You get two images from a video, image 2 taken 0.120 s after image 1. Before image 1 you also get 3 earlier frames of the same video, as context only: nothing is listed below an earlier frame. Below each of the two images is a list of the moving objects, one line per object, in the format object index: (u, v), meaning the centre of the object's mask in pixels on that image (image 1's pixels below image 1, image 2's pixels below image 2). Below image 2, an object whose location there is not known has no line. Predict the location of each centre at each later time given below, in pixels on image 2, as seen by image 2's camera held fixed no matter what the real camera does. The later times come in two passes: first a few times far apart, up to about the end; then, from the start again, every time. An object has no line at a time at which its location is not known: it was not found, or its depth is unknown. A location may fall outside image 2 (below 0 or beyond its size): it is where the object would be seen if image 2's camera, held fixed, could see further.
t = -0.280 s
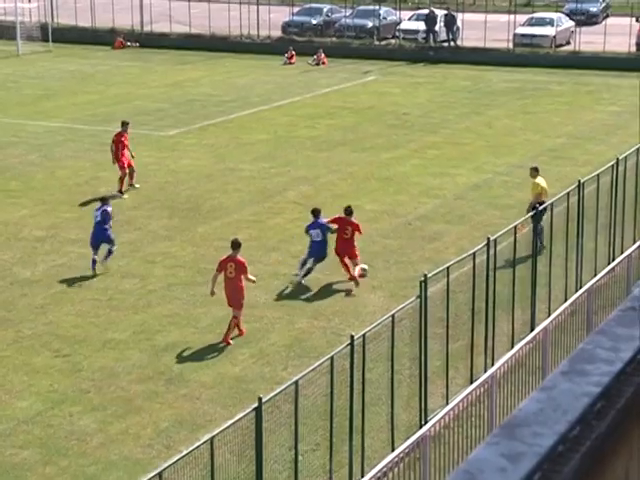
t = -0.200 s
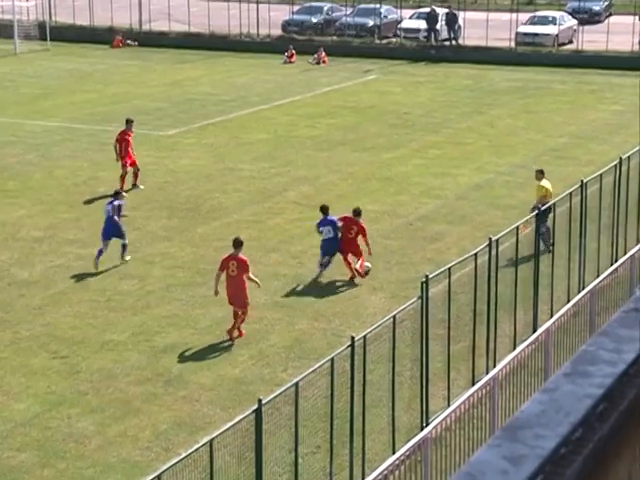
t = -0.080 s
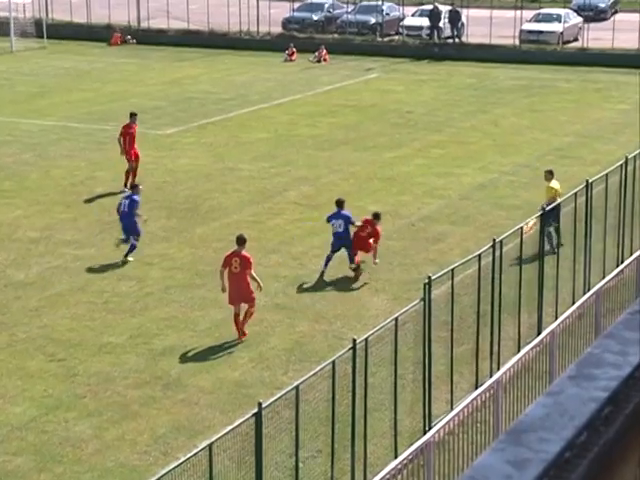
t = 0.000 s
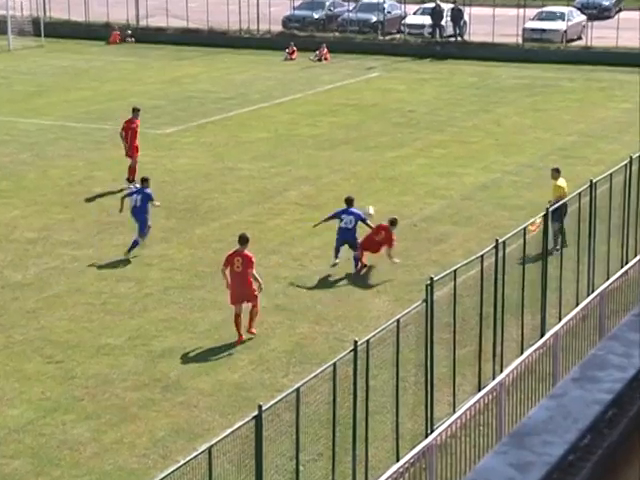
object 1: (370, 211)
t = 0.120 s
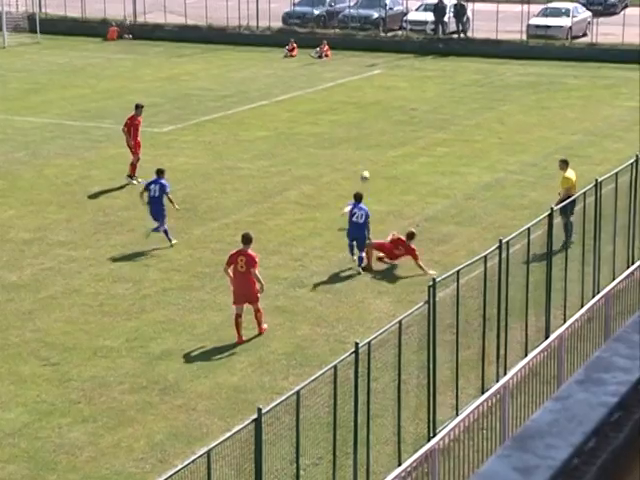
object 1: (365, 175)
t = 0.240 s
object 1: (360, 152)
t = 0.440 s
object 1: (342, 128)
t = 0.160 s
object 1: (363, 166)
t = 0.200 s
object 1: (361, 159)
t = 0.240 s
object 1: (360, 152)
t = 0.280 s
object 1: (356, 145)
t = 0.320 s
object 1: (353, 139)
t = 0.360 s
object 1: (349, 134)
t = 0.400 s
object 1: (346, 131)
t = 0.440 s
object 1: (342, 128)
